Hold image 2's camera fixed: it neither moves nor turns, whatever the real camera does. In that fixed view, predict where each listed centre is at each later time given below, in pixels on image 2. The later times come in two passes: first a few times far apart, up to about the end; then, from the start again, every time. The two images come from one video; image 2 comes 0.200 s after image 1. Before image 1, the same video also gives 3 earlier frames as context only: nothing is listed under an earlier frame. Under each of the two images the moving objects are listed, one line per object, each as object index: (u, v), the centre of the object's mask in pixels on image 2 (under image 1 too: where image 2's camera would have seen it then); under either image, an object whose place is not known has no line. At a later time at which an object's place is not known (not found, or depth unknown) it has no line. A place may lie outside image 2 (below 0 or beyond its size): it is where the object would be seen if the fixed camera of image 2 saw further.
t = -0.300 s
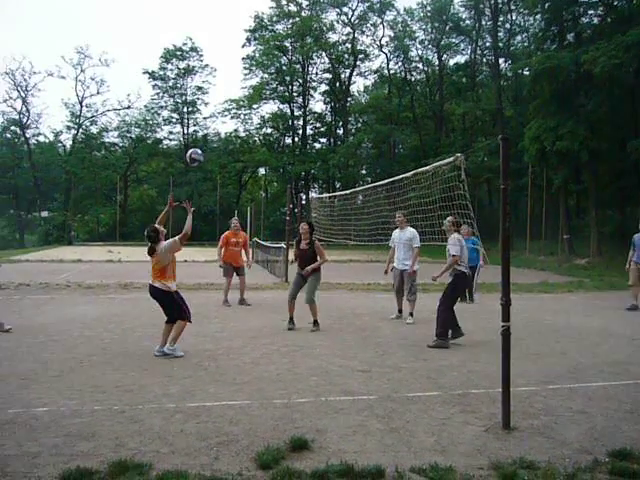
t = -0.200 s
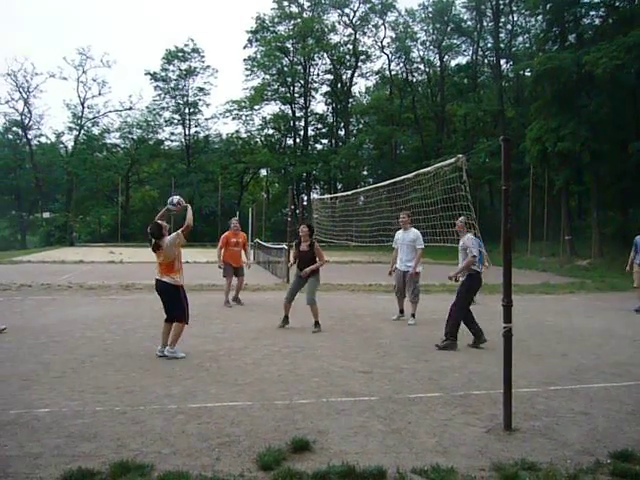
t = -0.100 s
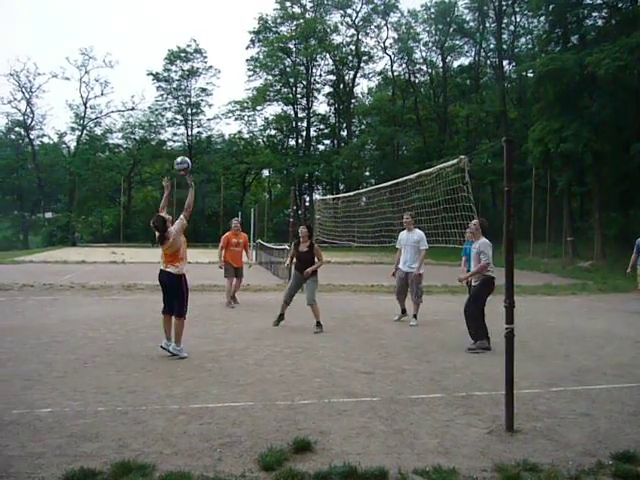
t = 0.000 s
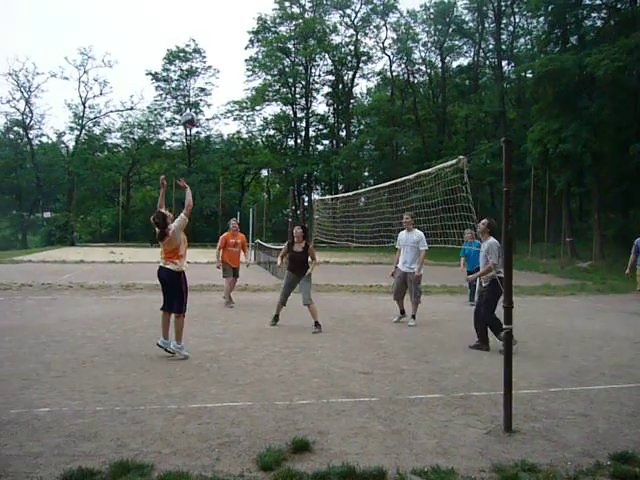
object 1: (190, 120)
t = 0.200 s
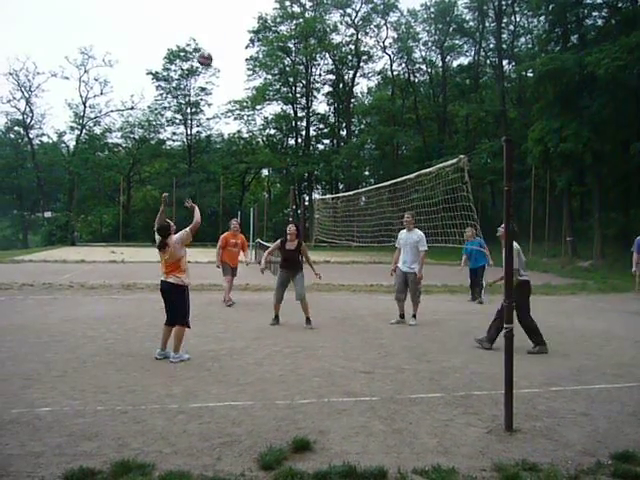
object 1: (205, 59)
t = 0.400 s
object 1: (217, 32)
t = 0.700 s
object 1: (235, 47)
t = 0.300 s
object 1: (211, 41)
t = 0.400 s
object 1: (217, 32)
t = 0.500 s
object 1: (224, 31)
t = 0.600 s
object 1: (230, 35)
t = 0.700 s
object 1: (235, 47)
